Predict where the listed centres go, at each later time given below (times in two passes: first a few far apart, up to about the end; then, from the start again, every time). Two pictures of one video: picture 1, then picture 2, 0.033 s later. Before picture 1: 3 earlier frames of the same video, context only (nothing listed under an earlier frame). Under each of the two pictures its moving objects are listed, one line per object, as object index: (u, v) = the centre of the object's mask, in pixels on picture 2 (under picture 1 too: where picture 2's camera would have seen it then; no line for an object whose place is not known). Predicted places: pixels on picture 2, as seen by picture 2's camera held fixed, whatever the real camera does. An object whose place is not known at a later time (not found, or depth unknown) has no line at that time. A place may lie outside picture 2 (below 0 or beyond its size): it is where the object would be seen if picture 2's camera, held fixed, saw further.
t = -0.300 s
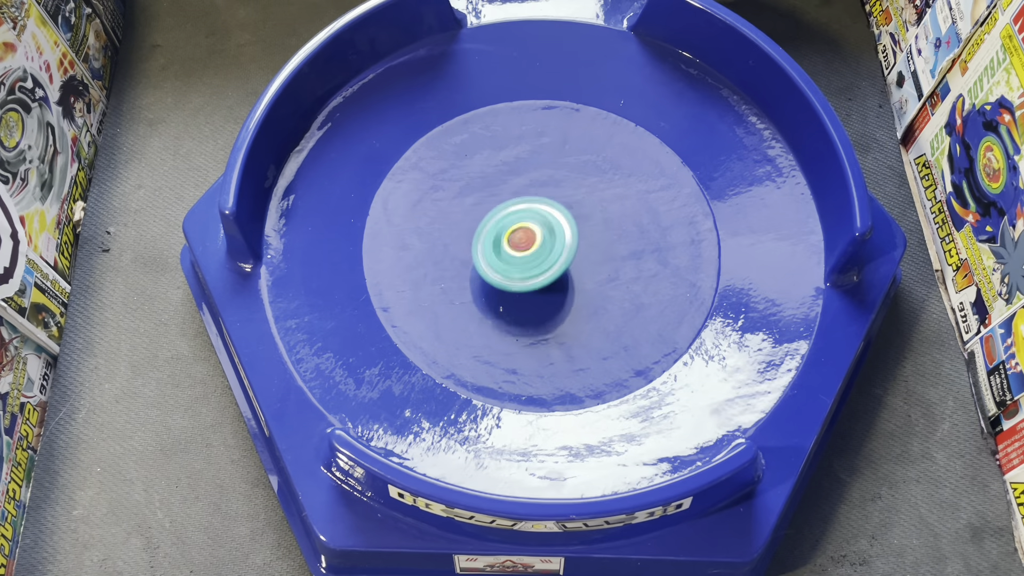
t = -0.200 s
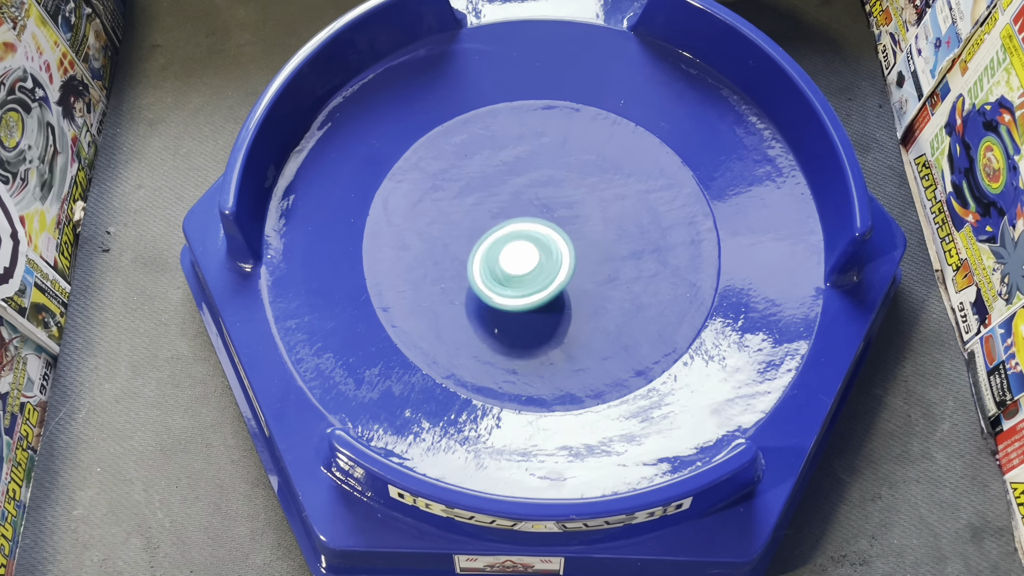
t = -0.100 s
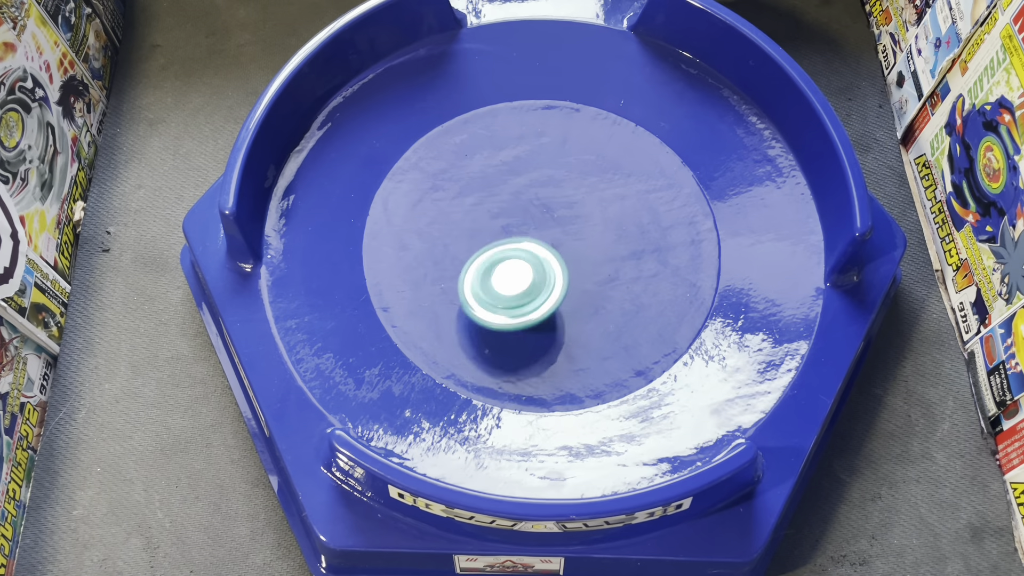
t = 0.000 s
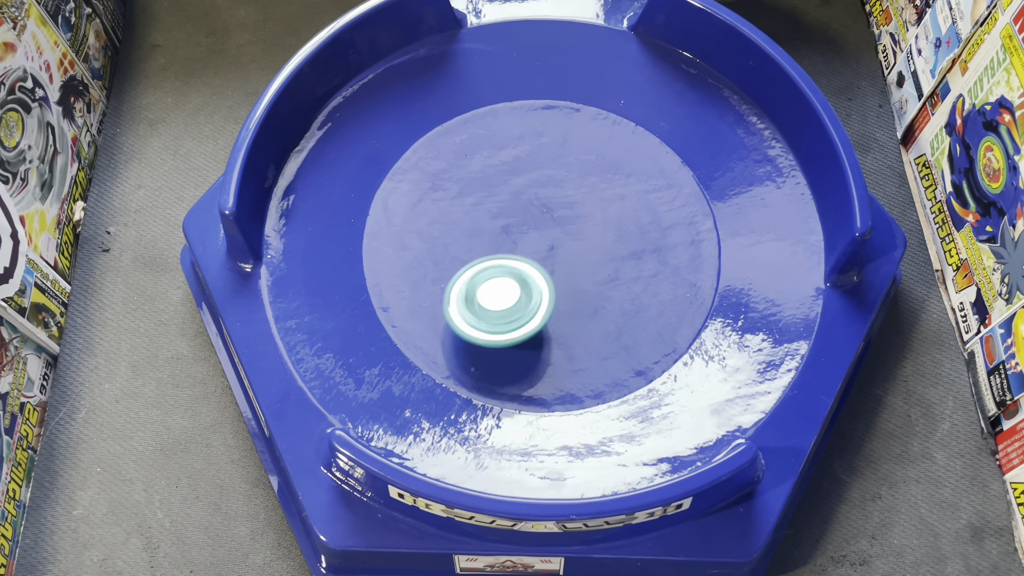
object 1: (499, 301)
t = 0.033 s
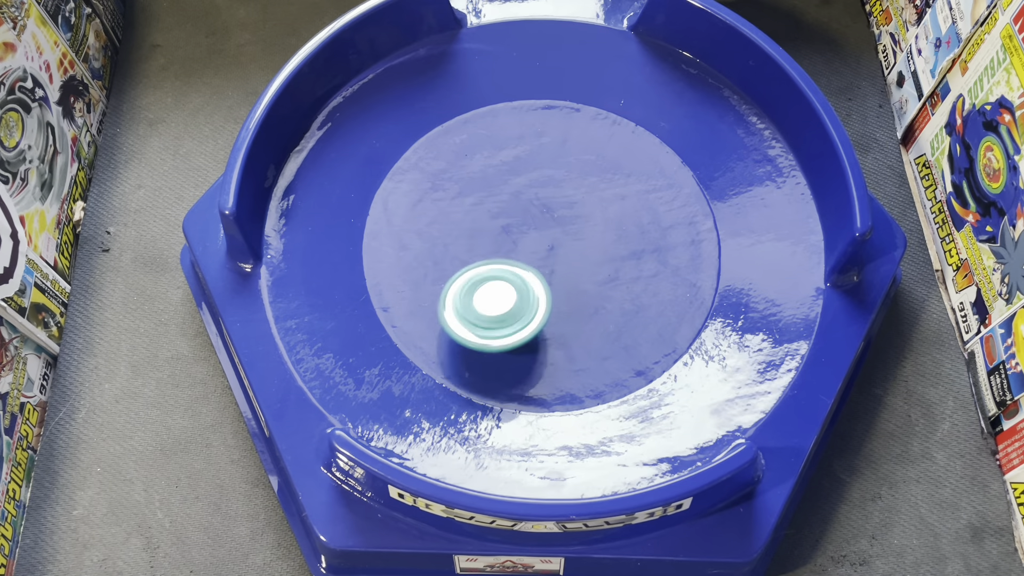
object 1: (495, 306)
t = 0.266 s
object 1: (456, 321)
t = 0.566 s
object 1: (443, 297)
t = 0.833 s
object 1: (483, 268)
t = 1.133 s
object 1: (552, 263)
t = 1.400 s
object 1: (604, 285)
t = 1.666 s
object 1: (624, 326)
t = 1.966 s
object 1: (595, 345)
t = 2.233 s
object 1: (560, 314)
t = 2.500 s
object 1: (556, 265)
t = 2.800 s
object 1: (589, 217)
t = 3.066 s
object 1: (631, 206)
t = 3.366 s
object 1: (662, 230)
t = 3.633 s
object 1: (638, 259)
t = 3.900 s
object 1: (587, 261)
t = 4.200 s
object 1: (538, 225)
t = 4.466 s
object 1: (530, 185)
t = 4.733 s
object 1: (556, 162)
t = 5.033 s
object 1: (587, 183)
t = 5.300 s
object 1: (578, 222)
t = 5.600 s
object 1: (529, 248)
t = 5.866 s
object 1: (485, 240)
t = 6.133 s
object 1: (468, 211)
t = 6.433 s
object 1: (501, 197)
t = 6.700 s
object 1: (538, 219)
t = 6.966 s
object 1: (550, 260)
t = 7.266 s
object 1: (523, 296)
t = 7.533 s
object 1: (489, 294)
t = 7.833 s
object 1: (493, 262)
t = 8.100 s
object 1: (533, 245)
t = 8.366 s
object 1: (577, 253)
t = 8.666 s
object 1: (593, 290)
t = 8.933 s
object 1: (570, 311)
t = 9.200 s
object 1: (540, 293)
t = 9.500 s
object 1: (541, 252)
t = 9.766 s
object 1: (572, 229)
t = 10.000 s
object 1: (604, 230)
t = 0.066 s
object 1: (490, 310)
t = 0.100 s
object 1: (484, 313)
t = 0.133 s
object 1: (478, 316)
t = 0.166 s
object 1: (473, 319)
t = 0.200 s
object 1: (467, 320)
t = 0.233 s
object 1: (462, 321)
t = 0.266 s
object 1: (456, 321)
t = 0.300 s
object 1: (452, 321)
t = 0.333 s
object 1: (448, 320)
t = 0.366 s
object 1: (445, 318)
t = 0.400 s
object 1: (442, 315)
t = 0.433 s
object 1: (440, 313)
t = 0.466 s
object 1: (440, 310)
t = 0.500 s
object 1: (441, 305)
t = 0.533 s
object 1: (441, 301)
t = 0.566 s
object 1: (443, 297)
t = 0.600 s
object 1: (447, 293)
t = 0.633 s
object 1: (450, 288)
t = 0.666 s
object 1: (454, 284)
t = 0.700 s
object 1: (459, 281)
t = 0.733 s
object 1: (465, 277)
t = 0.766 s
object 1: (471, 273)
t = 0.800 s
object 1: (476, 270)
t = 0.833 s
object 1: (483, 268)
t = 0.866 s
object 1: (491, 266)
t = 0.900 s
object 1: (498, 263)
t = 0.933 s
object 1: (505, 262)
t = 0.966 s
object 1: (513, 262)
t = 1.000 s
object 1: (522, 261)
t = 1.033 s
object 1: (529, 260)
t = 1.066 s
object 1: (537, 261)
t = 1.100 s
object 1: (544, 262)
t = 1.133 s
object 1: (552, 263)
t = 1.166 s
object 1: (559, 263)
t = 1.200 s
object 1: (566, 264)
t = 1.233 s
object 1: (573, 267)
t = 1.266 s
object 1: (581, 270)
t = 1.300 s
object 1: (587, 273)
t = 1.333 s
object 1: (592, 276)
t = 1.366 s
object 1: (598, 281)
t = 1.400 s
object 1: (604, 285)
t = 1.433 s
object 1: (609, 290)
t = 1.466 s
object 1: (611, 295)
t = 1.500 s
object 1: (615, 300)
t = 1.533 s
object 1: (619, 305)
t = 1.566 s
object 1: (621, 310)
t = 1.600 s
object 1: (622, 315)
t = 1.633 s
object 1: (623, 321)
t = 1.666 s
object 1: (624, 326)
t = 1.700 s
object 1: (624, 330)
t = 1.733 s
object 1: (622, 334)
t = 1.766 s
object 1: (620, 339)
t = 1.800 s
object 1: (618, 341)
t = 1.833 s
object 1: (614, 343)
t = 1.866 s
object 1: (609, 345)
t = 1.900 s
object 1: (606, 347)
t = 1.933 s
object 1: (601, 347)
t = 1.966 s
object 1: (595, 345)
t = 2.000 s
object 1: (590, 344)
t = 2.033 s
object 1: (586, 341)
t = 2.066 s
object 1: (580, 338)
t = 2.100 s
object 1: (575, 334)
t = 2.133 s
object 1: (570, 330)
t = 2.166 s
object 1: (567, 325)
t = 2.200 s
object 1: (563, 319)
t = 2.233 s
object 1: (560, 314)
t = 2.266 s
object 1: (558, 309)
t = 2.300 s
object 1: (557, 303)
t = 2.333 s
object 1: (555, 296)
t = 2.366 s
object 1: (554, 290)
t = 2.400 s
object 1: (554, 284)
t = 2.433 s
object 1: (555, 277)
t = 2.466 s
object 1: (555, 271)
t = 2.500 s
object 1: (556, 265)
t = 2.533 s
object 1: (560, 259)
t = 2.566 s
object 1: (562, 253)
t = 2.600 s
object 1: (563, 247)
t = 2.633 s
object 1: (567, 242)
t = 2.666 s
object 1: (571, 236)
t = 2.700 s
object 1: (575, 231)
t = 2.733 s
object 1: (579, 227)
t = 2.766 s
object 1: (584, 222)
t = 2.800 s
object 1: (589, 217)
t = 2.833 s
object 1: (592, 216)
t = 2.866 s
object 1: (597, 212)
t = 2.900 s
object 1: (602, 209)
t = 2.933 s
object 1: (607, 208)
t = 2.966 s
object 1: (614, 207)
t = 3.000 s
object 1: (620, 205)
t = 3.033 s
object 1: (625, 205)
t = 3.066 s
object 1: (631, 206)
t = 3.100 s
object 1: (637, 207)
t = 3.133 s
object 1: (642, 208)
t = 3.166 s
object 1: (646, 210)
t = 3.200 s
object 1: (651, 213)
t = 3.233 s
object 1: (655, 215)
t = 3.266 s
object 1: (658, 219)
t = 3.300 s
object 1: (660, 223)
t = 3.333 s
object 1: (662, 226)
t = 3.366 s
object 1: (662, 230)
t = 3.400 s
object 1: (661, 235)
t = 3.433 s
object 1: (661, 239)
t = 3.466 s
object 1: (660, 242)
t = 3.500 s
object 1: (656, 246)
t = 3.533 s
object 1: (653, 251)
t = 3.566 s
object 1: (649, 254)
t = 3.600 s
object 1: (643, 256)
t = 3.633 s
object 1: (638, 259)
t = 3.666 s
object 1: (632, 262)
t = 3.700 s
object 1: (626, 263)
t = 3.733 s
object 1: (619, 264)
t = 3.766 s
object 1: (613, 265)
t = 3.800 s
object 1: (607, 264)
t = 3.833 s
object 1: (600, 264)
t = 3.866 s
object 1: (593, 263)
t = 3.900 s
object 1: (587, 261)
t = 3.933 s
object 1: (580, 259)
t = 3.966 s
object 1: (573, 256)
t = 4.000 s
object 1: (567, 253)
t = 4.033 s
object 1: (562, 248)
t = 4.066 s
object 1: (556, 244)
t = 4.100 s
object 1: (551, 240)
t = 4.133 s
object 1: (547, 236)
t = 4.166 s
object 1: (542, 230)
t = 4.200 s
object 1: (538, 225)
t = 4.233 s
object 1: (536, 220)
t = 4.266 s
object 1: (534, 214)
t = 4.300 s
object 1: (531, 209)
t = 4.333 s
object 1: (530, 204)
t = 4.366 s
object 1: (530, 199)
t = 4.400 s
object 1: (529, 194)
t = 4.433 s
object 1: (529, 189)
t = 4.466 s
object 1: (530, 185)
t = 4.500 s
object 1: (532, 179)
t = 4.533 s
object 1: (534, 176)
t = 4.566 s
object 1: (537, 172)
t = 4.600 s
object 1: (541, 168)
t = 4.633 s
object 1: (544, 166)
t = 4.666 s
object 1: (548, 165)
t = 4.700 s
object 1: (553, 163)
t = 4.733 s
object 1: (556, 162)
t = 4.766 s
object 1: (560, 162)
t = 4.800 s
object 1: (564, 163)
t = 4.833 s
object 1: (568, 164)
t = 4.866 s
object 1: (571, 166)
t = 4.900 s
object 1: (576, 169)
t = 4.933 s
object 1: (579, 171)
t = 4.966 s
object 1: (581, 175)
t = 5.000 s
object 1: (584, 179)
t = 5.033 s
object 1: (587, 183)
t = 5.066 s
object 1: (587, 188)
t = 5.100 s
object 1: (588, 194)
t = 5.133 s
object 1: (589, 198)
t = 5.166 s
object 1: (587, 203)
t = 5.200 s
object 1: (586, 209)
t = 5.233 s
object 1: (585, 213)
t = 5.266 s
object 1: (581, 217)
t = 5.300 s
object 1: (578, 222)
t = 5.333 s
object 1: (575, 226)
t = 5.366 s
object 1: (570, 230)
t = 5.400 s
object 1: (564, 234)
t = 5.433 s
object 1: (560, 238)
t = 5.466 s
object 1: (554, 240)
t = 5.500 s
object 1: (547, 243)
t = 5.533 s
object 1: (542, 246)
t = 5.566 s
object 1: (536, 247)
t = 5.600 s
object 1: (529, 248)
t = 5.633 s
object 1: (524, 249)
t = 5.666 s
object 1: (518, 249)
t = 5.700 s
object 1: (511, 248)
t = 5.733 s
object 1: (505, 248)
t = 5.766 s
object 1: (500, 246)
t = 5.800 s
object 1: (494, 245)
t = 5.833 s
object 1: (489, 243)
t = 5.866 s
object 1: (485, 240)
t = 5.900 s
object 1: (480, 237)
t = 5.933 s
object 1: (476, 234)
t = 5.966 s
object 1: (473, 230)
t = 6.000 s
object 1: (470, 226)
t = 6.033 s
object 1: (468, 222)
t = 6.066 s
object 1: (468, 219)
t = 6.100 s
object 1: (468, 215)
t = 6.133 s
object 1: (468, 211)
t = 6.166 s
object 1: (470, 208)
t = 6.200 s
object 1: (472, 204)
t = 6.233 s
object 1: (475, 202)
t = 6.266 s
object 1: (479, 200)
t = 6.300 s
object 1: (484, 198)
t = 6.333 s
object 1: (487, 197)
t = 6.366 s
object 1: (492, 197)
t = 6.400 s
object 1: (497, 196)
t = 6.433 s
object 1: (501, 197)
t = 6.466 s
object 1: (506, 198)
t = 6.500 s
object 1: (512, 199)
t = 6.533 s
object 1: (516, 202)
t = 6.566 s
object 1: (521, 205)
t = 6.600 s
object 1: (526, 208)
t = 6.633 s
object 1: (529, 211)
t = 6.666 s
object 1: (534, 216)
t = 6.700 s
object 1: (538, 219)
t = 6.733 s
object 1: (541, 223)
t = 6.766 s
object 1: (545, 229)
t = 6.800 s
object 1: (548, 234)
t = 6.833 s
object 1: (548, 239)
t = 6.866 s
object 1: (550, 245)
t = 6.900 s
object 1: (551, 250)
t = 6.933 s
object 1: (549, 255)
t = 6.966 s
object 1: (550, 260)
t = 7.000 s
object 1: (550, 265)
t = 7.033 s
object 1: (547, 270)
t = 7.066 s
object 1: (546, 275)
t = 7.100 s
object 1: (544, 279)
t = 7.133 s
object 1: (540, 283)
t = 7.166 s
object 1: (537, 287)
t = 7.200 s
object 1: (533, 290)
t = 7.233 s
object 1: (527, 293)
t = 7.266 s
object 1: (523, 296)
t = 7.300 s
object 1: (519, 297)
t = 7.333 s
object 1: (513, 298)
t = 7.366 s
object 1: (509, 300)
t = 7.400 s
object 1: (504, 299)
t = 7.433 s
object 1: (499, 299)
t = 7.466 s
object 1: (496, 298)
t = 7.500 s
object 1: (493, 296)
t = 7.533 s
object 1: (489, 294)
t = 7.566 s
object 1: (487, 292)
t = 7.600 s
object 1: (485, 288)
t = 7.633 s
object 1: (484, 285)
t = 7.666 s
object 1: (484, 282)
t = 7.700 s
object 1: (485, 277)
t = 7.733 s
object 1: (485, 274)
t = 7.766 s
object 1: (488, 270)
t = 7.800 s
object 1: (490, 265)
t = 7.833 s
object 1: (493, 262)
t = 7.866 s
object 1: (498, 259)
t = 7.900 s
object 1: (502, 255)
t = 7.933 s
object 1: (506, 253)
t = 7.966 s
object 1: (512, 250)
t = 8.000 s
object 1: (517, 248)
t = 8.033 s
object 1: (523, 248)
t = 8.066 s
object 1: (529, 246)
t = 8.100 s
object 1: (533, 245)
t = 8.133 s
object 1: (540, 245)
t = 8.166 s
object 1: (546, 244)
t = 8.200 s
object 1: (551, 245)
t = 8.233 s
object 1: (557, 247)
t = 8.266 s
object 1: (562, 247)
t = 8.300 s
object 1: (567, 249)
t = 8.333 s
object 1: (573, 251)
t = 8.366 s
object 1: (577, 253)
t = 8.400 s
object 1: (581, 257)
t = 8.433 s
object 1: (586, 260)
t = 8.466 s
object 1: (588, 264)
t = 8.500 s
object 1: (590, 269)
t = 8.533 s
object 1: (593, 272)
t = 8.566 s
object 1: (594, 277)
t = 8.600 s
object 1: (595, 282)
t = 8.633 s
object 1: (595, 286)
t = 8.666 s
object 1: (593, 290)
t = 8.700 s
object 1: (593, 295)
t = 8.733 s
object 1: (591, 298)
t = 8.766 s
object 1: (588, 302)
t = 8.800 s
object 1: (586, 305)
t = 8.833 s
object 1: (582, 307)
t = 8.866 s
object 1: (578, 310)
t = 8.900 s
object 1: (574, 311)
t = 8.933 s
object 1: (570, 311)
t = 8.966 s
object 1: (565, 312)
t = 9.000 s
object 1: (562, 311)
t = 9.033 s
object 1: (557, 309)
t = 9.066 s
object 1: (553, 308)
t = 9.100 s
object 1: (550, 304)
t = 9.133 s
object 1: (545, 302)
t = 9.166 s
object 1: (543, 298)
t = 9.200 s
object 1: (540, 293)
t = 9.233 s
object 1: (537, 289)
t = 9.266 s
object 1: (536, 284)
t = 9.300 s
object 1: (534, 280)
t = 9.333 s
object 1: (534, 275)
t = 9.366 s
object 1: (535, 270)
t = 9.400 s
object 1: (535, 265)
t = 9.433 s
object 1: (537, 261)
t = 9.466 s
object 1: (539, 256)
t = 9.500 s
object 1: (541, 252)
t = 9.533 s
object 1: (544, 248)
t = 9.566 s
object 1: (546, 244)
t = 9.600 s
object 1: (550, 240)
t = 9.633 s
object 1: (554, 237)
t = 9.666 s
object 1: (557, 234)
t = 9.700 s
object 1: (563, 232)
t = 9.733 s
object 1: (567, 230)
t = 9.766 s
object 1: (572, 229)
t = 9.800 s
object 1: (577, 227)
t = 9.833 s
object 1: (581, 226)
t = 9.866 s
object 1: (587, 226)
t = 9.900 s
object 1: (592, 226)
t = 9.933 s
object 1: (596, 227)
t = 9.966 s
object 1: (601, 229)
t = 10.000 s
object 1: (604, 230)
